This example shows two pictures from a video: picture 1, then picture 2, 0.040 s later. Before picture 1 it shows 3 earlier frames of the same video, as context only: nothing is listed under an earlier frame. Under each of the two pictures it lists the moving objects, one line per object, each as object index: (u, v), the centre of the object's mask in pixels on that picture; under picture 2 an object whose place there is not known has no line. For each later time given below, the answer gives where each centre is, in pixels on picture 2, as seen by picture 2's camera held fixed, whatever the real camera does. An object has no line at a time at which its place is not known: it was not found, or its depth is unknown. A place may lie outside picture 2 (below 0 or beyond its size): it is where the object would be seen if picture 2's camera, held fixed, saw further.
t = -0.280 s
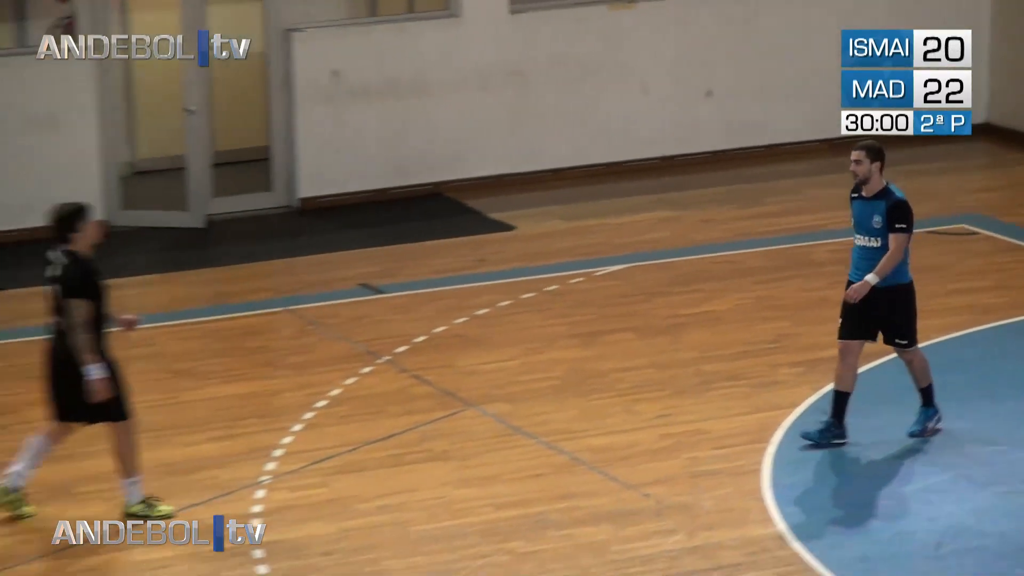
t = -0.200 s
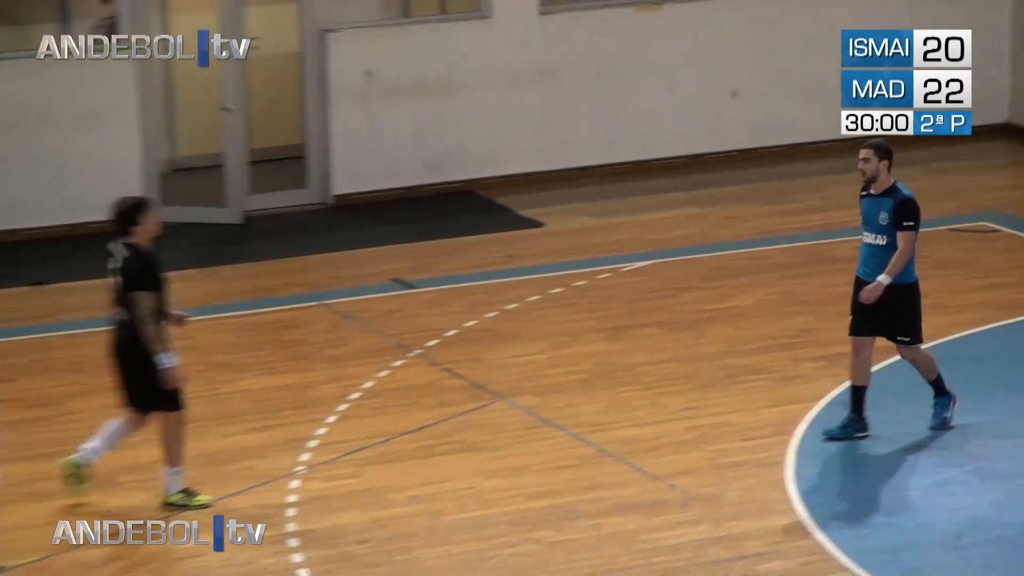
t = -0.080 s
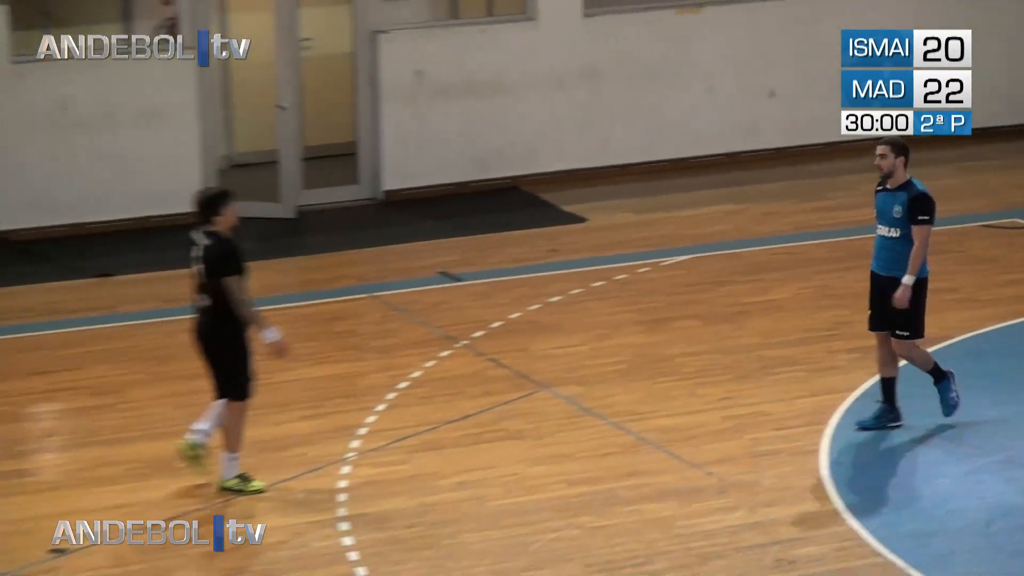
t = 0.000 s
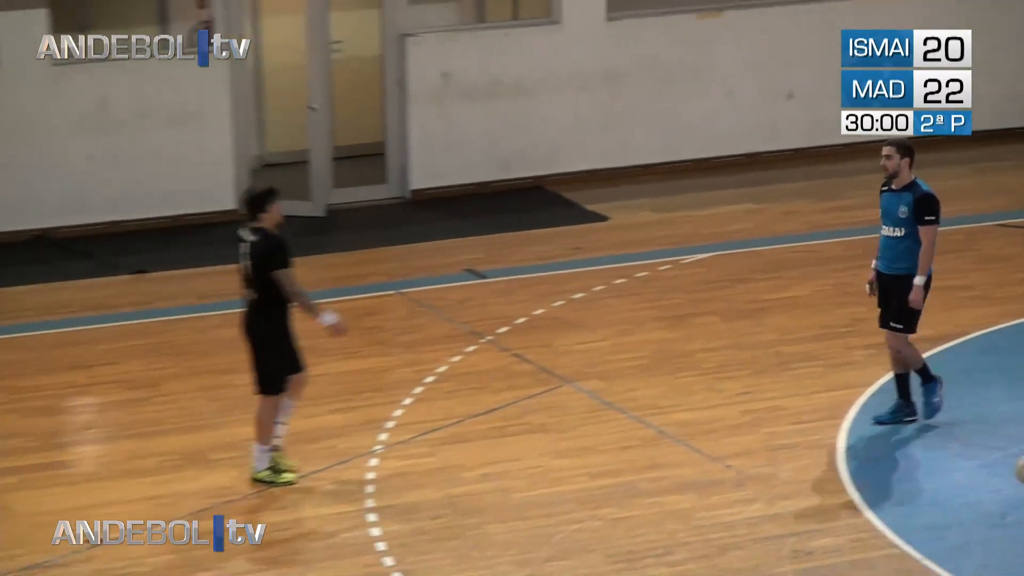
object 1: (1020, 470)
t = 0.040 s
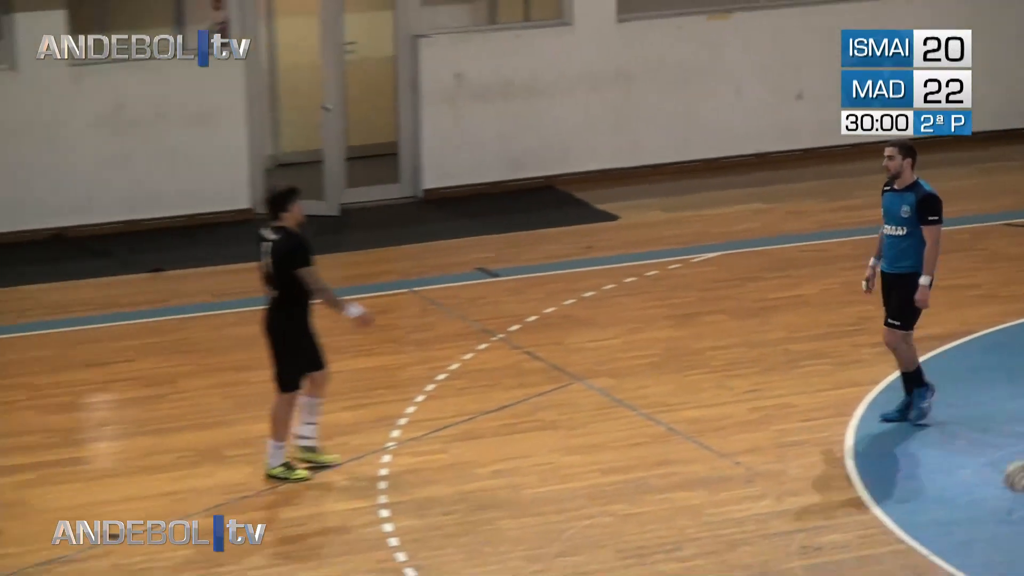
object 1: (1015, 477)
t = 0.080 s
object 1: (1003, 490)
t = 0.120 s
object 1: (986, 507)
